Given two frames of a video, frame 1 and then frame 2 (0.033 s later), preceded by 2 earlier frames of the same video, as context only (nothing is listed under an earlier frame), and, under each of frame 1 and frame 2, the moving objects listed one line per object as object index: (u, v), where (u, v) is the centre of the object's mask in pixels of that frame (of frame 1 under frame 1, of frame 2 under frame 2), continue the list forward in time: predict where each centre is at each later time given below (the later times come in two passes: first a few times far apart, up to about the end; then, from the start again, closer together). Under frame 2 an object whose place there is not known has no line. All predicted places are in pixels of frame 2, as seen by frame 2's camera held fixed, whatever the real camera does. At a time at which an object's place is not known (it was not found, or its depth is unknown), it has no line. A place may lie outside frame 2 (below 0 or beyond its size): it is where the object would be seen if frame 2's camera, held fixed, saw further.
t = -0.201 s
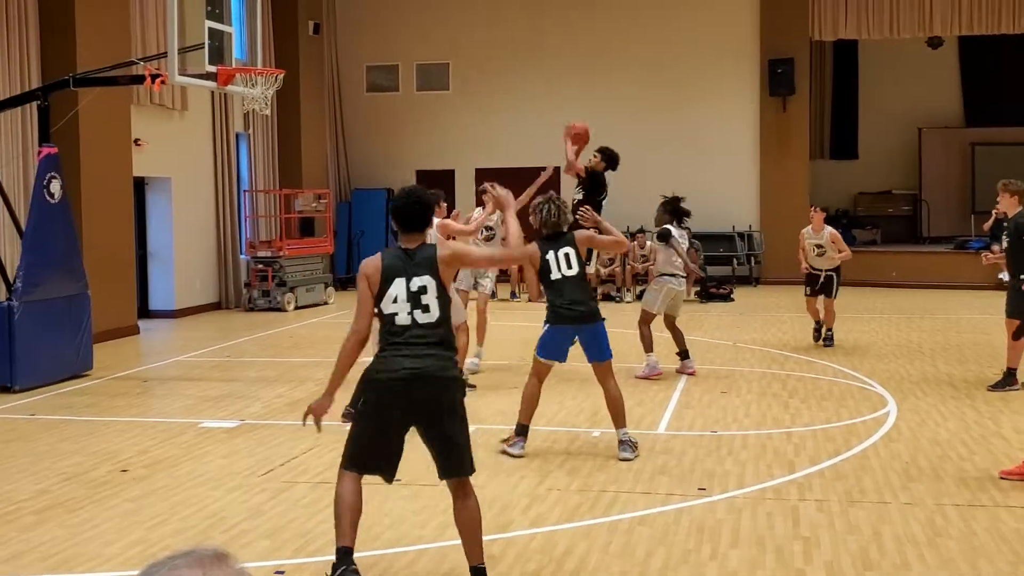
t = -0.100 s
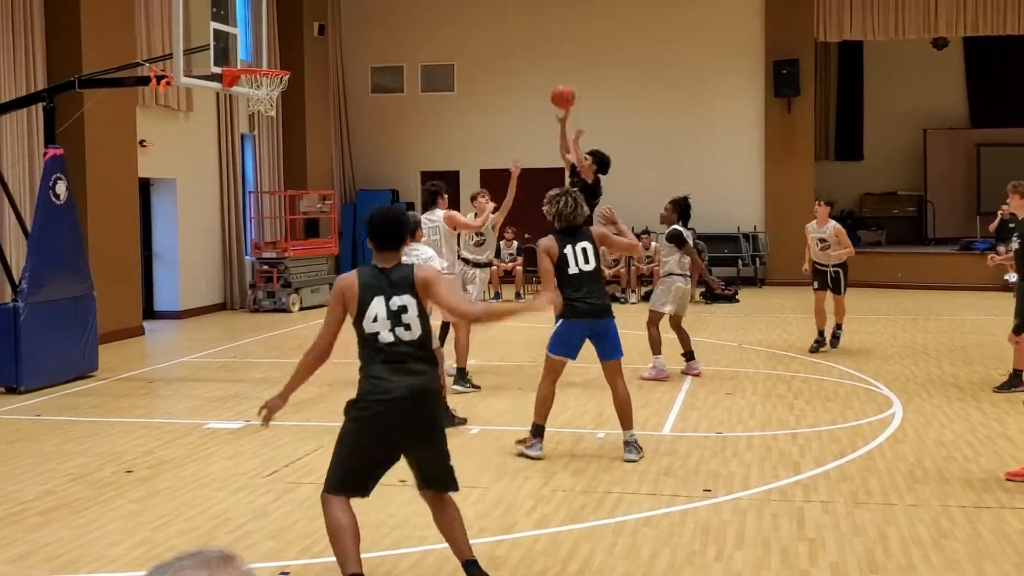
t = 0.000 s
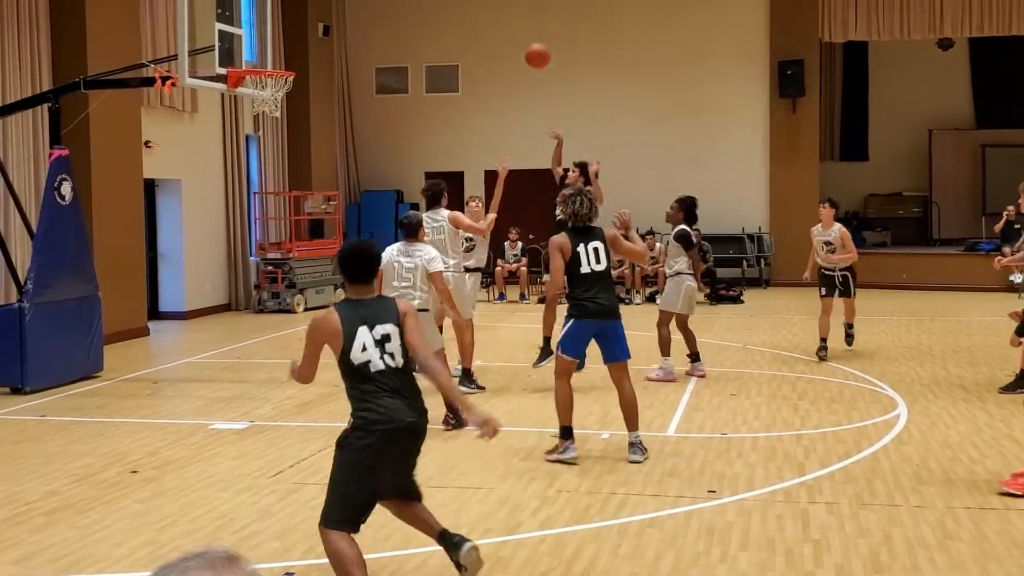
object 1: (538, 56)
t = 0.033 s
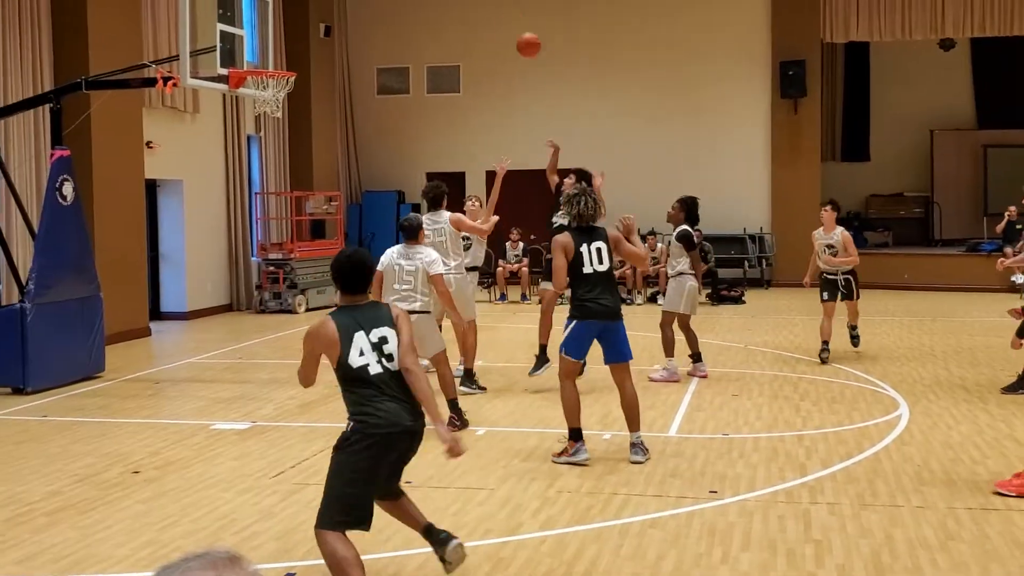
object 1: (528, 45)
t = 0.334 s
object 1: (441, -1)
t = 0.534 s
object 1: (381, 4)
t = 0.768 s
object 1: (316, 74)
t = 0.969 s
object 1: (263, 173)
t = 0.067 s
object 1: (519, 34)
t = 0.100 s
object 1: (509, 25)
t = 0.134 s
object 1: (499, 17)
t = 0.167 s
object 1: (489, 10)
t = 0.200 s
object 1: (478, 6)
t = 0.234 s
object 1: (470, 4)
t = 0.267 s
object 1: (460, 2)
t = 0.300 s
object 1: (451, 1)
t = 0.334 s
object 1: (441, -1)
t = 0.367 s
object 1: (430, -1)
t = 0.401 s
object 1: (419, -2)
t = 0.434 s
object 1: (410, -1)
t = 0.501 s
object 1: (390, 1)
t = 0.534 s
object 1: (381, 4)
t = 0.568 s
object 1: (372, 11)
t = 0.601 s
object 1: (363, 19)
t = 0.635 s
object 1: (354, 28)
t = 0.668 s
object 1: (345, 37)
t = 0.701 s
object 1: (335, 49)
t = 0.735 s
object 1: (325, 61)
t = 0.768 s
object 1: (316, 74)
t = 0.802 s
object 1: (307, 88)
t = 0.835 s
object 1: (298, 103)
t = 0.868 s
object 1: (290, 118)
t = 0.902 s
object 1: (281, 136)
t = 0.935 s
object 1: (272, 155)
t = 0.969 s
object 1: (263, 173)
